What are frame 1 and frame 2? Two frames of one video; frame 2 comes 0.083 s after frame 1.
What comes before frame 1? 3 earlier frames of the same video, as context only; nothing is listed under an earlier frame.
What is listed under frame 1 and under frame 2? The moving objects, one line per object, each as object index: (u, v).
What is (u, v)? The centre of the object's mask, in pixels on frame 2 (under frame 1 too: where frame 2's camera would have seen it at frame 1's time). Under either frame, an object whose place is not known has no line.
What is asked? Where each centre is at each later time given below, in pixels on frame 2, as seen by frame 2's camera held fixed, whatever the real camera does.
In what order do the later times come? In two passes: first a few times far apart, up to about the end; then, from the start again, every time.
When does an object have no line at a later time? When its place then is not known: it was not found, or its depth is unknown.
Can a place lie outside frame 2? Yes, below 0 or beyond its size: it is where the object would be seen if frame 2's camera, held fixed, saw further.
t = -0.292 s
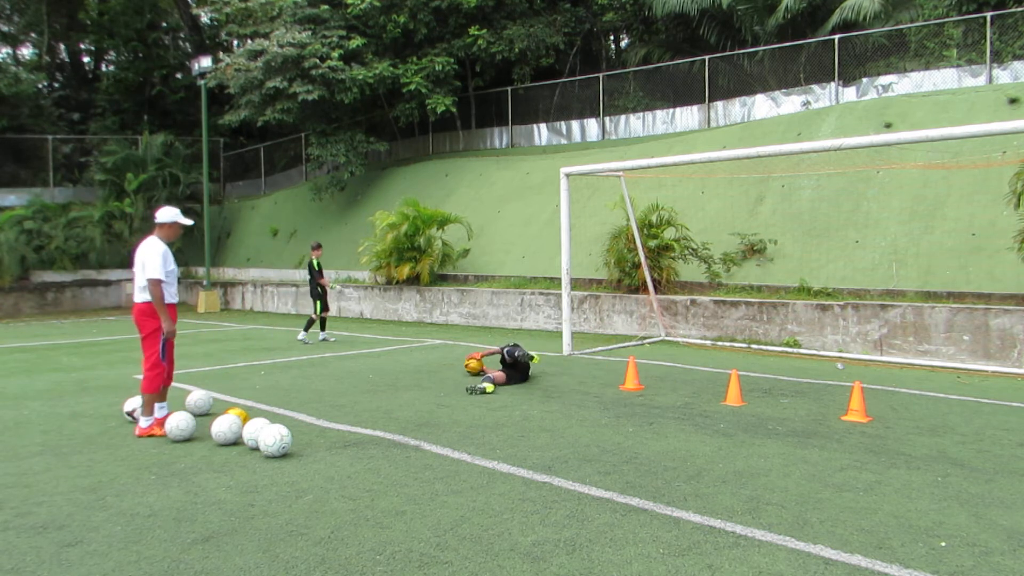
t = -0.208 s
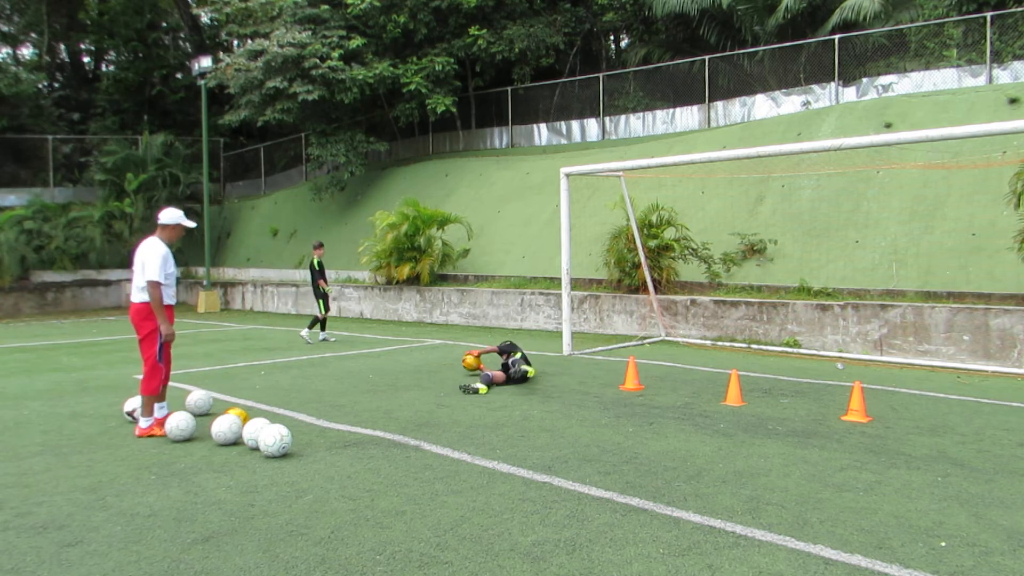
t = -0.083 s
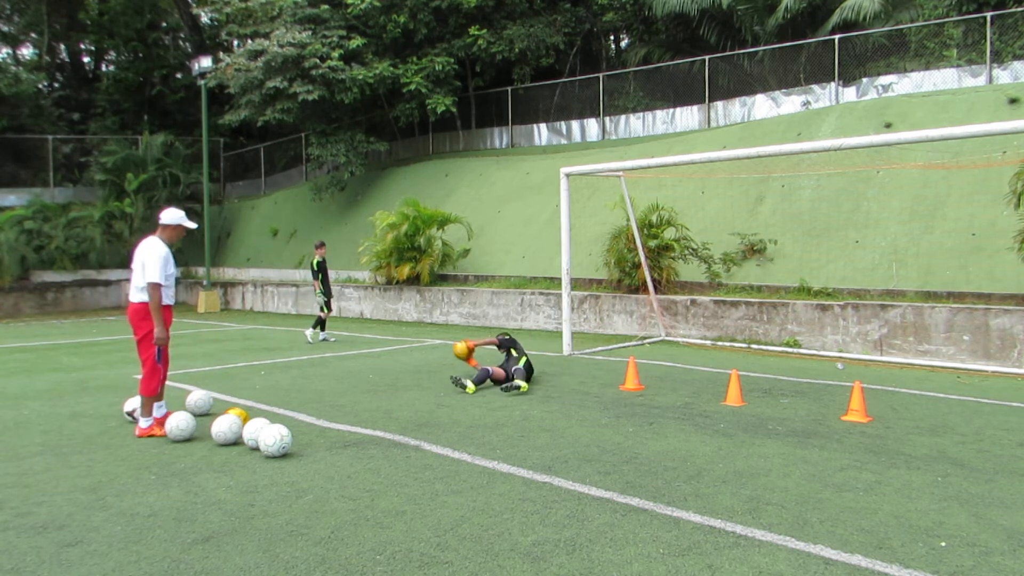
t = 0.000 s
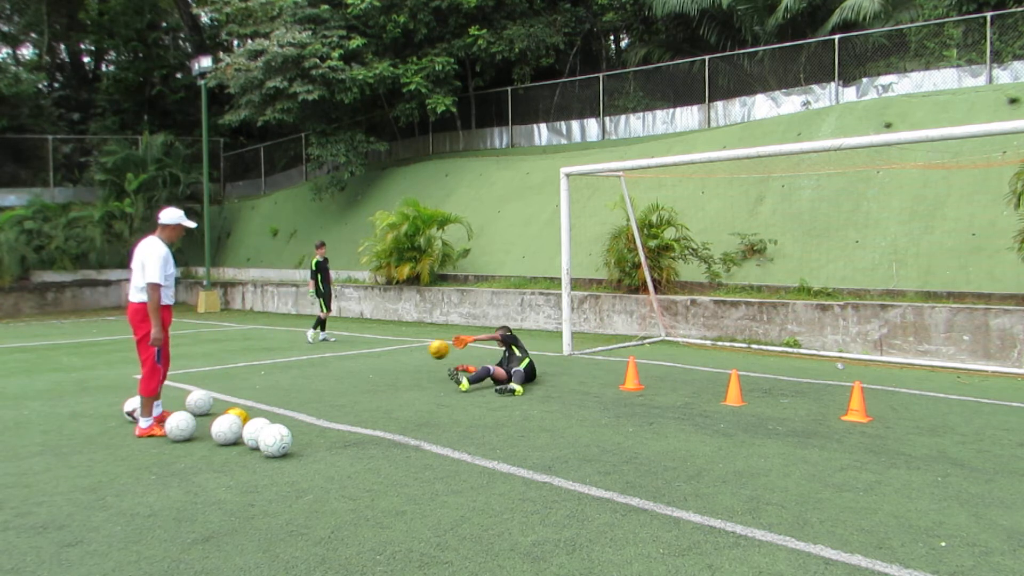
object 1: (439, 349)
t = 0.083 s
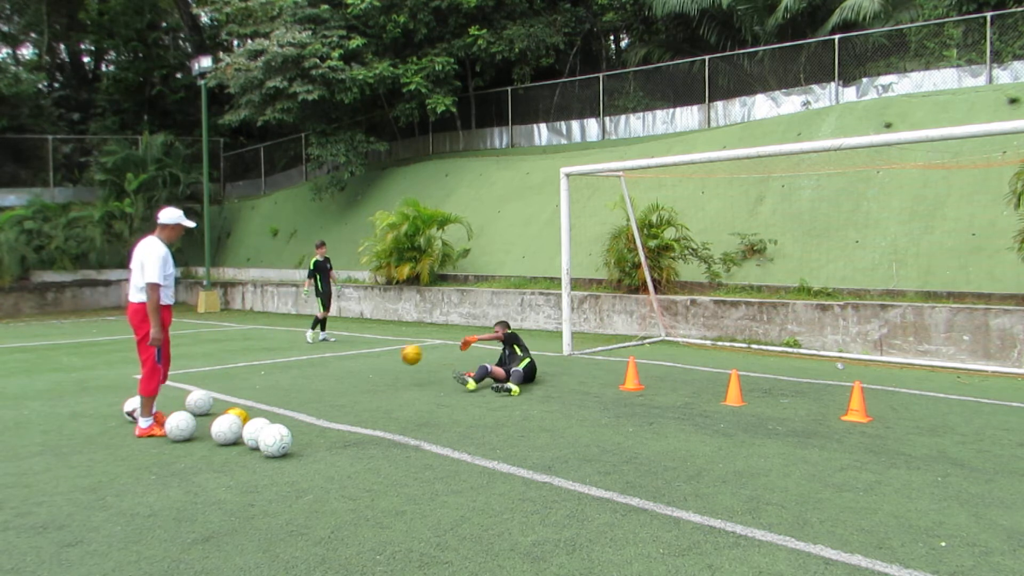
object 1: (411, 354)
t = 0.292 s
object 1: (345, 376)
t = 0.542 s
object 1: (294, 384)
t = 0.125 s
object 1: (397, 360)
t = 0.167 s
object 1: (382, 366)
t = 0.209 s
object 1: (366, 375)
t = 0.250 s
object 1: (353, 381)
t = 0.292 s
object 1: (345, 376)
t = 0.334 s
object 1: (337, 374)
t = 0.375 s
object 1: (328, 372)
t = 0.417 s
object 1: (320, 373)
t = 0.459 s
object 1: (312, 375)
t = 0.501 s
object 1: (303, 378)
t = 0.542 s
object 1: (294, 384)
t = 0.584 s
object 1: (285, 390)
